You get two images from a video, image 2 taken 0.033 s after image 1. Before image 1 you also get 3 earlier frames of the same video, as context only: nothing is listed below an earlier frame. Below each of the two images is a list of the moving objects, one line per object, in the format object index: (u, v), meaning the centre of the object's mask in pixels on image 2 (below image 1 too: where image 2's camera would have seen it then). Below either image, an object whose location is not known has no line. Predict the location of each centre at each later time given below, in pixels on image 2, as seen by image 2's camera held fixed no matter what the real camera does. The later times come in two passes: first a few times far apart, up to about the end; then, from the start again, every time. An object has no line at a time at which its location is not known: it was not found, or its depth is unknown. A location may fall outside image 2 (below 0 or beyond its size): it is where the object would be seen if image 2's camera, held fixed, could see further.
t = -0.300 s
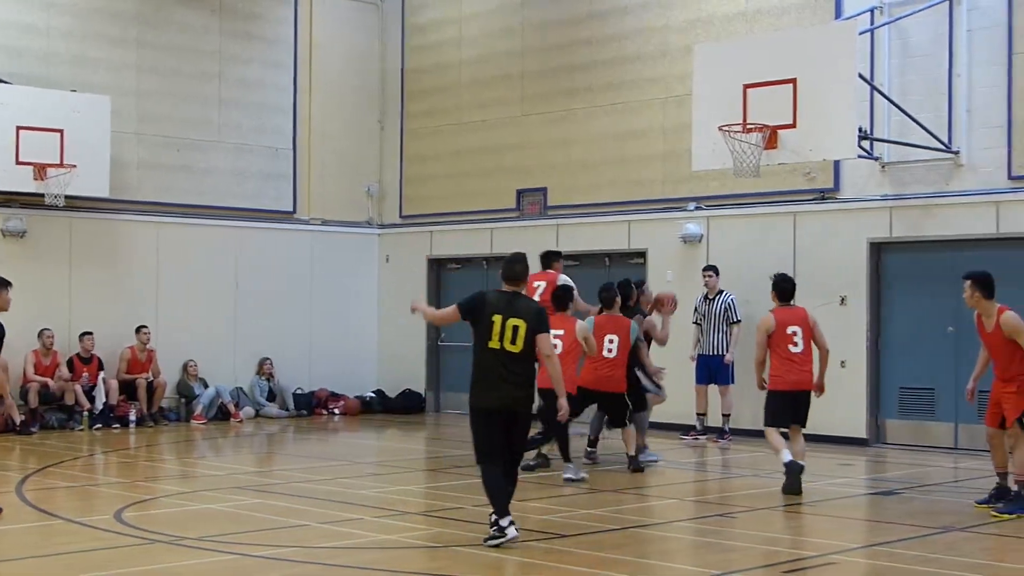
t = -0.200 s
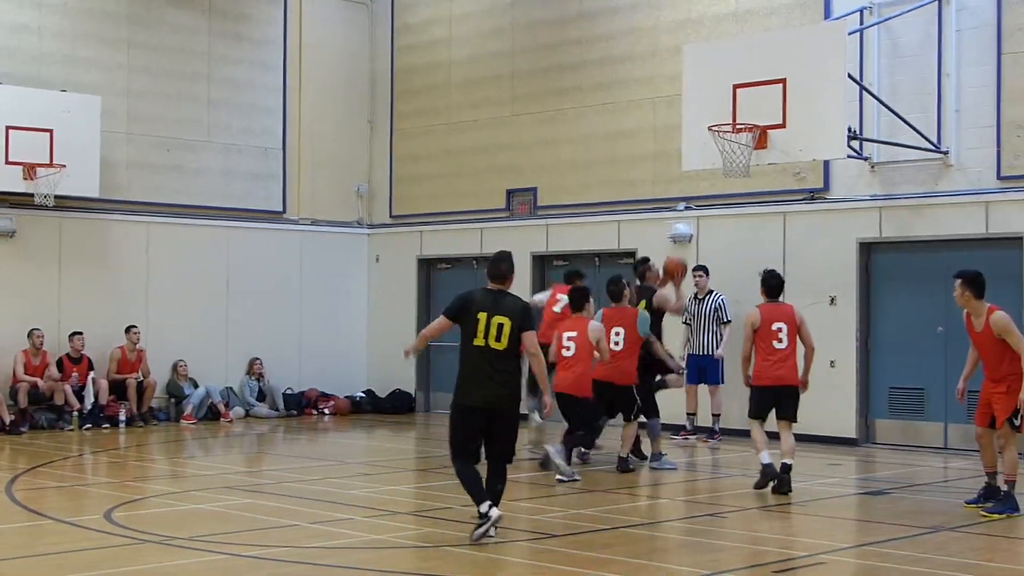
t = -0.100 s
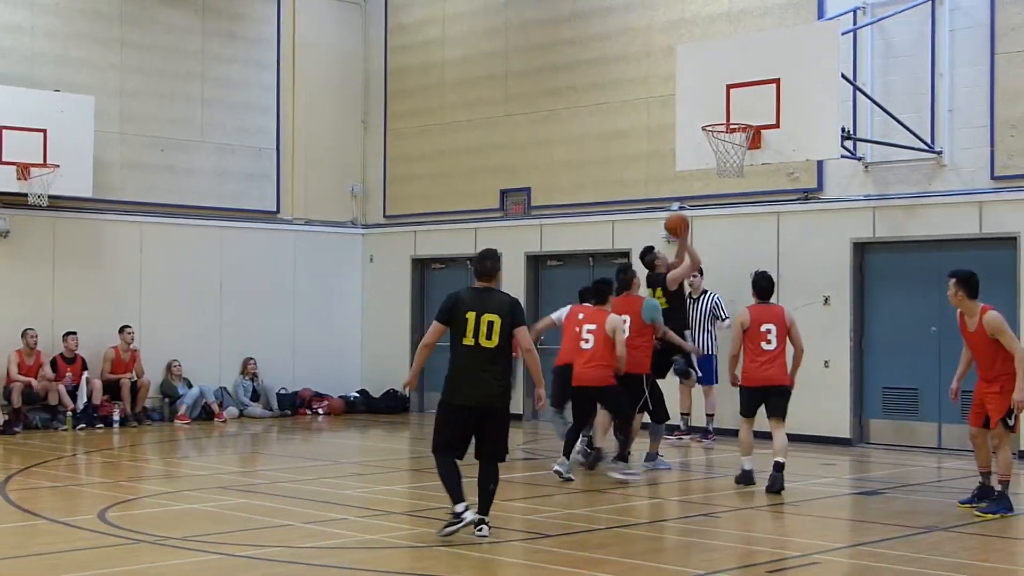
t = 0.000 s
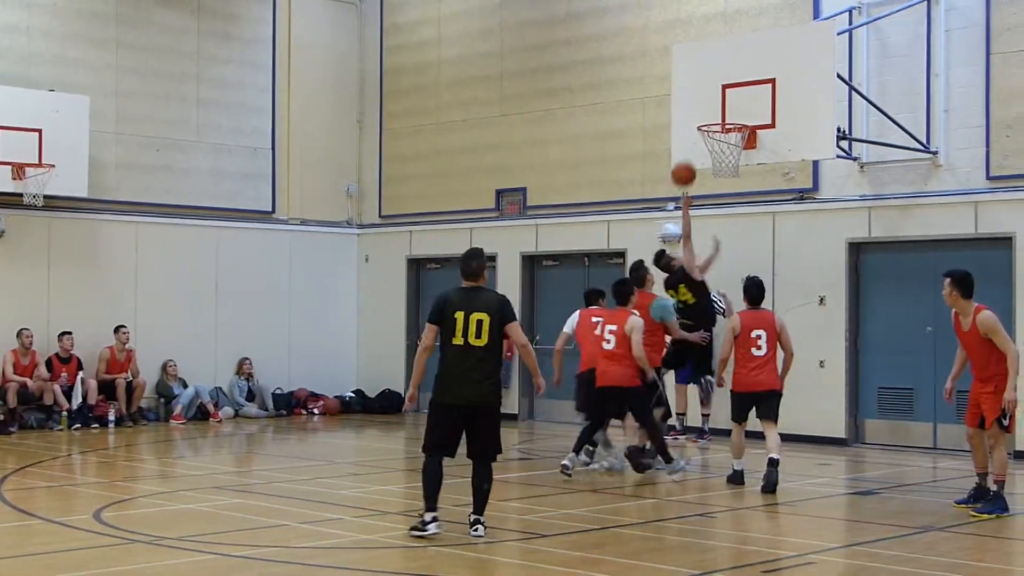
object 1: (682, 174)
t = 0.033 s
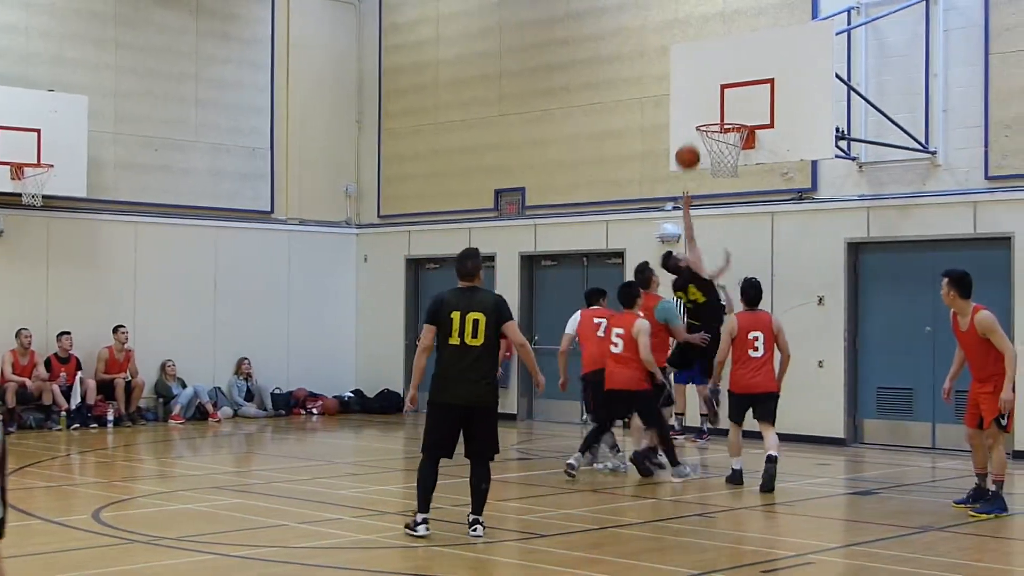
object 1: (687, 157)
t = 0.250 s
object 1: (718, 81)
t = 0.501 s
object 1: (723, 80)
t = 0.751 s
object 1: (720, 125)
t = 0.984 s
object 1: (736, 147)
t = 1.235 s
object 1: (731, 168)
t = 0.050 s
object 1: (690, 149)
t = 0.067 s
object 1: (692, 142)
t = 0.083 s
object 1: (694, 134)
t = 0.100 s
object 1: (698, 127)
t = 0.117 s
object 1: (700, 119)
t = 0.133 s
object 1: (704, 114)
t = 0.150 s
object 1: (707, 108)
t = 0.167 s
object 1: (710, 102)
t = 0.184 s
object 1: (713, 96)
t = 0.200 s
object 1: (715, 91)
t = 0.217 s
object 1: (718, 87)
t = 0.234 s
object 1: (718, 84)
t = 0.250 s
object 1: (718, 81)
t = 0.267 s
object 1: (719, 79)
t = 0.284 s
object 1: (719, 77)
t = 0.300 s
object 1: (719, 75)
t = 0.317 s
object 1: (720, 74)
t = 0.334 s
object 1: (720, 74)
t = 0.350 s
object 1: (720, 73)
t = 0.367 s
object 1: (721, 73)
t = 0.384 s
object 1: (721, 73)
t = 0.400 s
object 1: (721, 73)
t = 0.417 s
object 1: (721, 73)
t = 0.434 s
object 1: (722, 74)
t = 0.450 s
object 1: (722, 75)
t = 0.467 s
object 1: (722, 76)
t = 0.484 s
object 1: (723, 78)
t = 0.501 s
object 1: (723, 80)
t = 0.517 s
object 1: (724, 82)
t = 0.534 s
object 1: (724, 85)
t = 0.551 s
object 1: (724, 88)
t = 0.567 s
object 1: (724, 91)
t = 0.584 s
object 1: (725, 95)
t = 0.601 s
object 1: (725, 99)
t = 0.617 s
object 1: (725, 103)
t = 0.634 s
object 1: (726, 108)
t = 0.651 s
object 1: (726, 112)
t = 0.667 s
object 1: (726, 116)
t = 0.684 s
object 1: (725, 117)
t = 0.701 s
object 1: (724, 119)
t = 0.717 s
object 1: (723, 121)
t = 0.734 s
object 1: (722, 123)
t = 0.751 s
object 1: (720, 125)
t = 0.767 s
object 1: (719, 127)
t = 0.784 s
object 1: (718, 129)
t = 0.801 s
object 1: (718, 131)
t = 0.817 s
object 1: (720, 132)
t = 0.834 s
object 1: (722, 132)
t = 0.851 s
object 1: (722, 134)
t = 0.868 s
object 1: (725, 136)
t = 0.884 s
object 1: (727, 137)
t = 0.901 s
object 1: (729, 138)
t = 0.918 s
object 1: (732, 140)
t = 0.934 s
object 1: (732, 142)
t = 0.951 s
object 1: (735, 142)
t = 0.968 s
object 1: (735, 146)
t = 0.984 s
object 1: (736, 147)
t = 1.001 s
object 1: (736, 148)
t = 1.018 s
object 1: (736, 149)
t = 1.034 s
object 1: (737, 149)
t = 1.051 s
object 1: (737, 149)
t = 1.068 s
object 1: (736, 150)
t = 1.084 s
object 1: (736, 150)
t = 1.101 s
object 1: (736, 151)
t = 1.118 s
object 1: (736, 152)
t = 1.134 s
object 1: (736, 153)
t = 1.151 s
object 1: (735, 156)
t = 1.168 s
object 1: (734, 158)
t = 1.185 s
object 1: (733, 159)
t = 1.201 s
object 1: (732, 161)
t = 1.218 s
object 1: (731, 165)
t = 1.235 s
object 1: (731, 168)
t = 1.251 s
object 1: (729, 170)
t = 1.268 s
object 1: (728, 173)
